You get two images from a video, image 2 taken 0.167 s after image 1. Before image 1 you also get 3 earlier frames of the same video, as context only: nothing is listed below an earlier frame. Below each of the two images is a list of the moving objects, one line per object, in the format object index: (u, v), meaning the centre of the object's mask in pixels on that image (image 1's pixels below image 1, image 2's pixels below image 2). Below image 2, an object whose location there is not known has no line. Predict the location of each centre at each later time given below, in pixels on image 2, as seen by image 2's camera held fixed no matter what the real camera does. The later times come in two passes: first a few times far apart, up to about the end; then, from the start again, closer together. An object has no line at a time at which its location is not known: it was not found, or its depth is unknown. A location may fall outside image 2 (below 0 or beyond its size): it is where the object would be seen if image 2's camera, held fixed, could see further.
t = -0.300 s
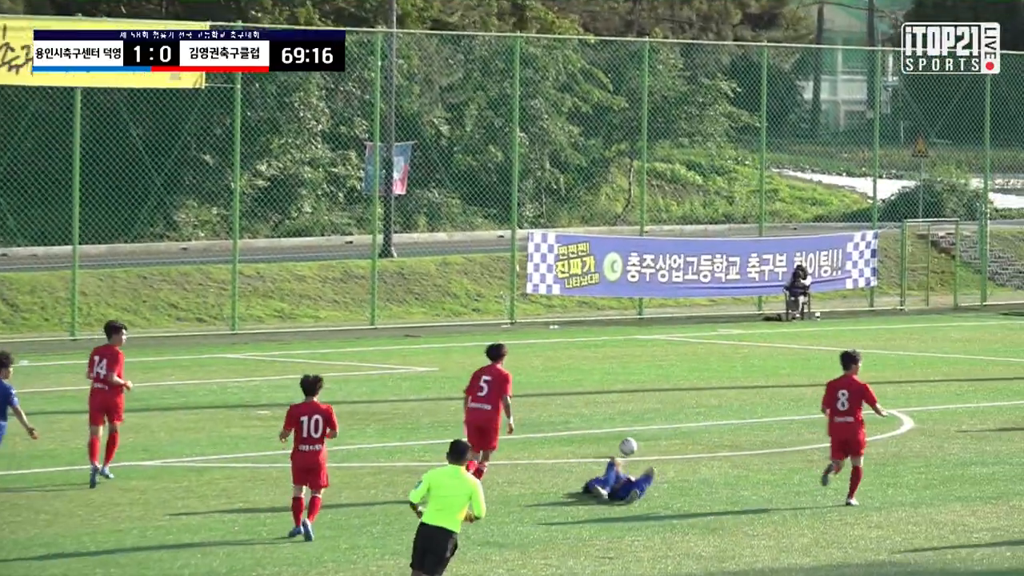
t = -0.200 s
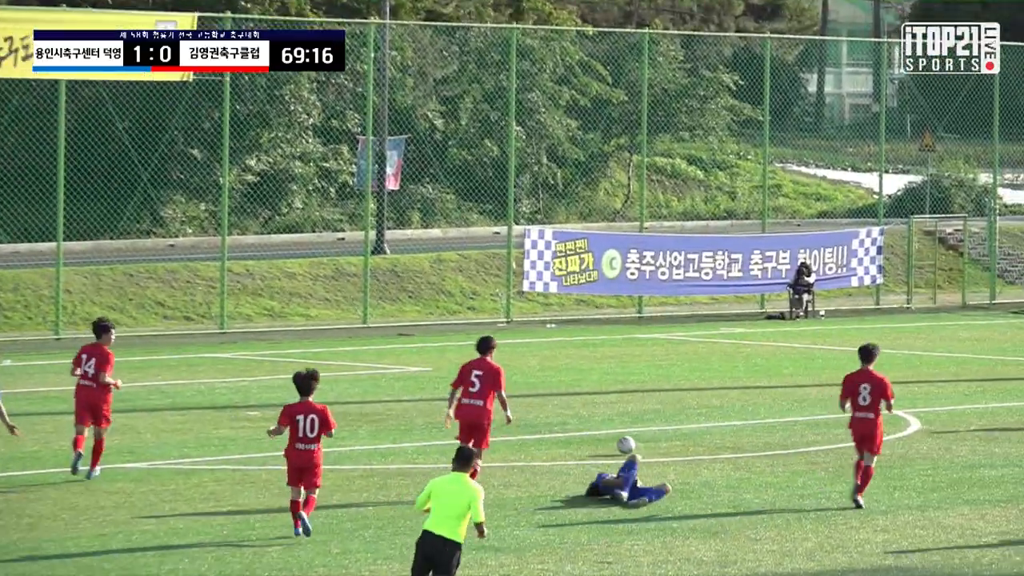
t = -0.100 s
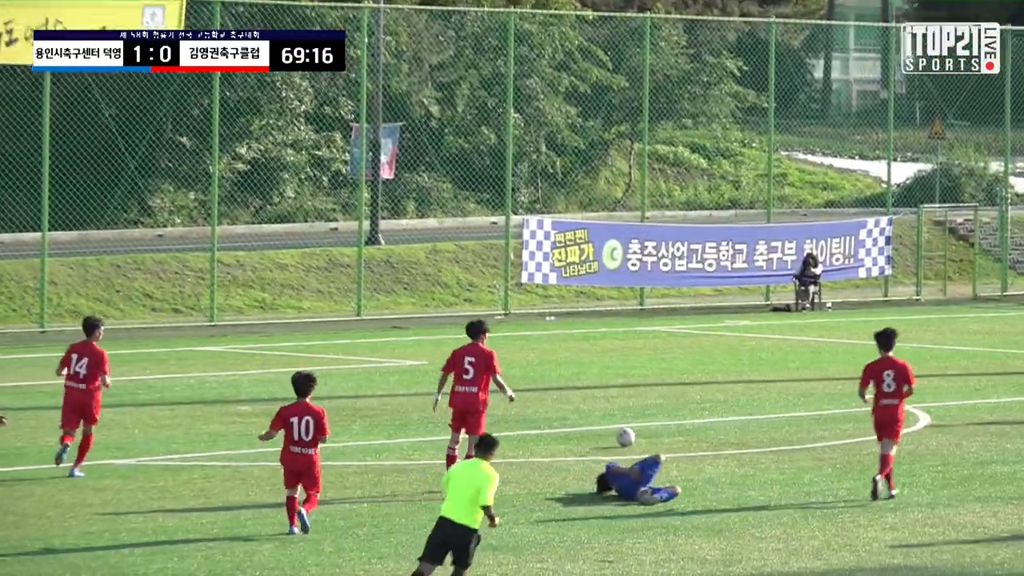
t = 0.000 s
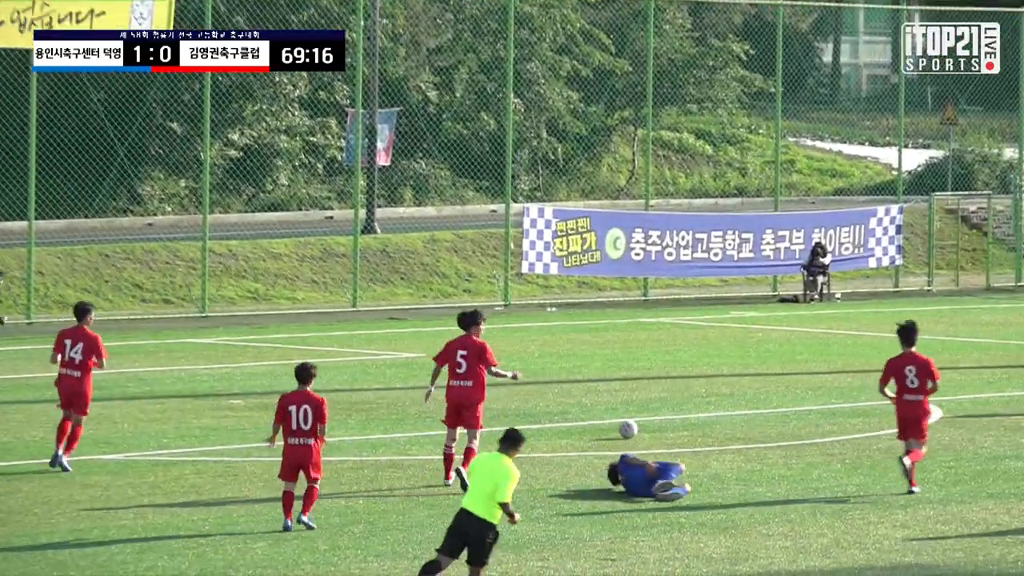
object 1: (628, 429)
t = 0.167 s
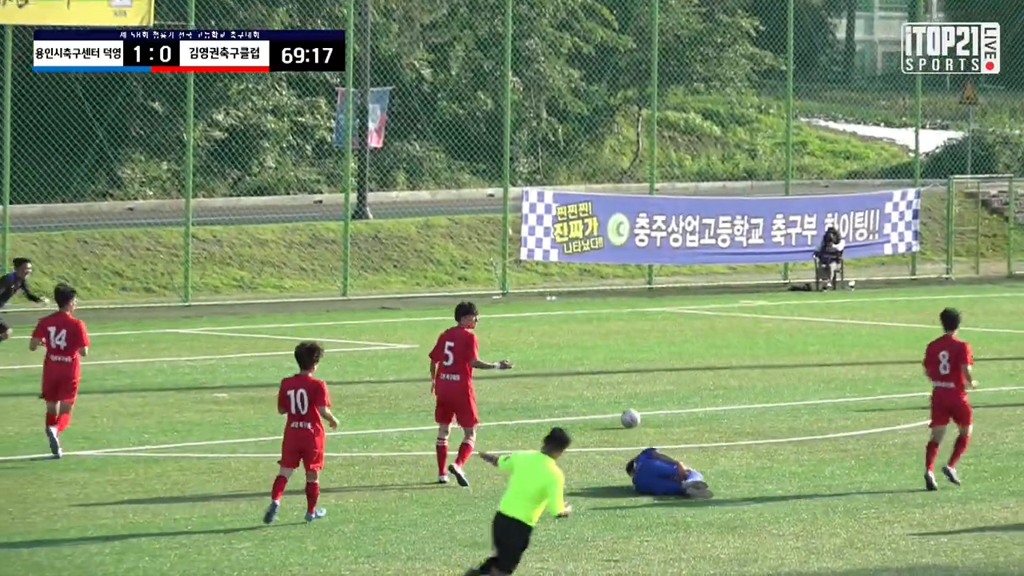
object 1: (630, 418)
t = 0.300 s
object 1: (628, 414)
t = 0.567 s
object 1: (629, 404)
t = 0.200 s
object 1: (629, 418)
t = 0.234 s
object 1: (629, 416)
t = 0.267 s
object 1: (629, 415)
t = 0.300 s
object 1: (628, 414)
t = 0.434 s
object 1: (629, 409)
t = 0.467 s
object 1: (629, 408)
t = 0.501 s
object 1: (629, 407)
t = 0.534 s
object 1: (629, 406)
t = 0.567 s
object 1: (629, 404)
